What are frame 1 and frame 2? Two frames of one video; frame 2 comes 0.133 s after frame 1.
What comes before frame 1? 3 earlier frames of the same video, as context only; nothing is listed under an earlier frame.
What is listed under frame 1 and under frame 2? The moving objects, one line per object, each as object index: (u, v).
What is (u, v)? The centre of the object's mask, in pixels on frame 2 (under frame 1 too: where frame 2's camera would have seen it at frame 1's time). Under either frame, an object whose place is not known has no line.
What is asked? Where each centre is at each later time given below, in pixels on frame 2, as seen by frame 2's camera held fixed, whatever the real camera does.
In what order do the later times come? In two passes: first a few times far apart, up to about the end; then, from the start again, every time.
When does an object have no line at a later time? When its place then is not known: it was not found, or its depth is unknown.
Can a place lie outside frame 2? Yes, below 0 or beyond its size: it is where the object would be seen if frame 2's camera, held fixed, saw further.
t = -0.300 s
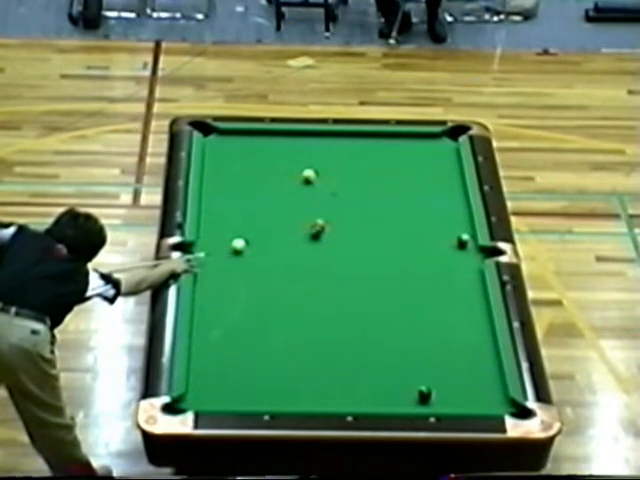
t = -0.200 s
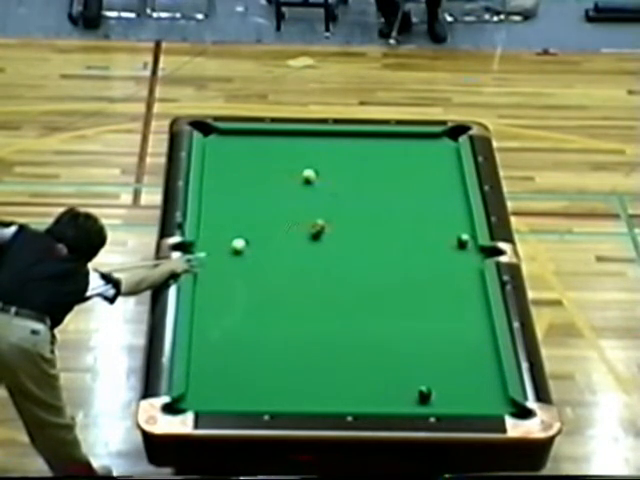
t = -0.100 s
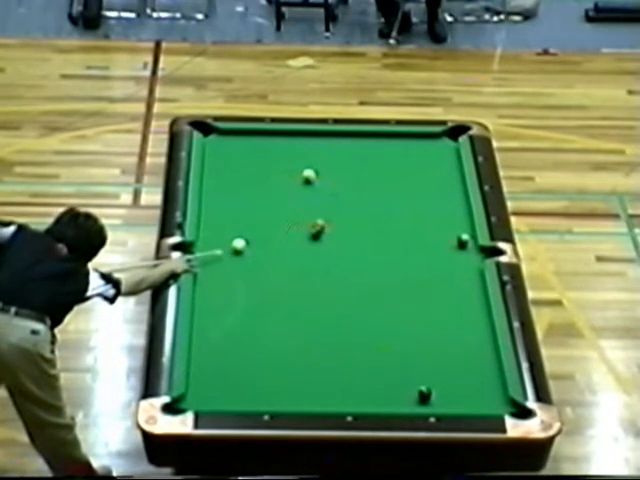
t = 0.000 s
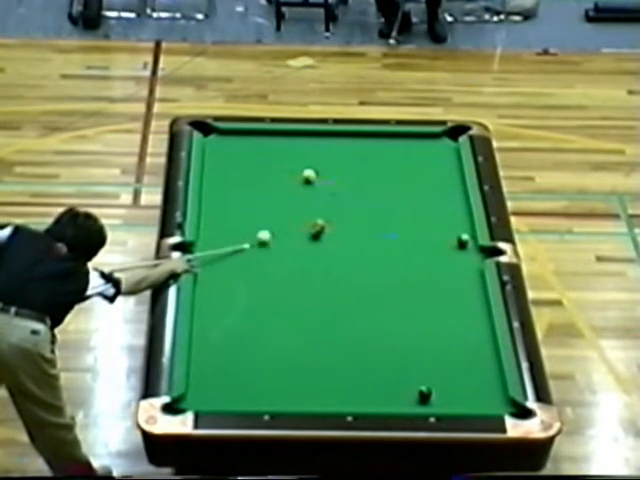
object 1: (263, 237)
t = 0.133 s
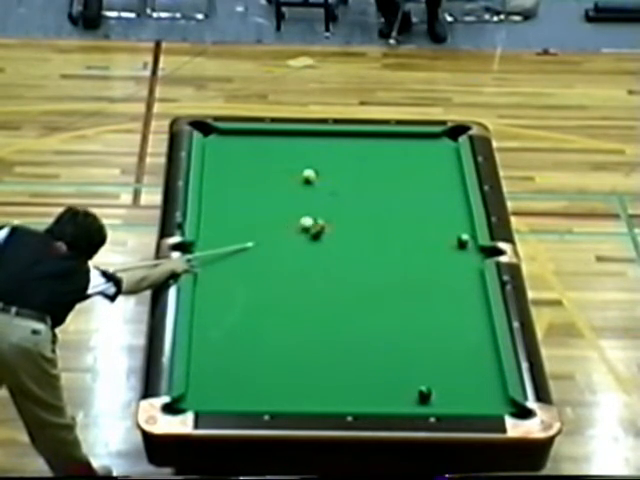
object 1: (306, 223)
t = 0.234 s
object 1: (318, 213)
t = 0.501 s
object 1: (332, 192)
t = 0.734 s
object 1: (340, 176)
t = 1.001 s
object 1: (350, 159)
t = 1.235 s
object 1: (358, 146)
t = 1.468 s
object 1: (365, 135)
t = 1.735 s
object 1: (370, 142)
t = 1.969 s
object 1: (375, 149)
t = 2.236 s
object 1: (380, 155)
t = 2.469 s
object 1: (384, 161)
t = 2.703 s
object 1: (388, 167)
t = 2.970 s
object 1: (392, 173)
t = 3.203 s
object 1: (396, 178)
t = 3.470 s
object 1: (399, 183)
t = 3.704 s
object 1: (403, 188)
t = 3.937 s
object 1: (405, 191)
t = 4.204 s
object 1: (409, 196)
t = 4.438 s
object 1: (411, 199)
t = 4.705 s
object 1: (414, 201)
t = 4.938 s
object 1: (416, 204)
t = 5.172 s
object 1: (418, 206)
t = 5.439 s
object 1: (419, 207)
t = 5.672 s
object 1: (421, 208)
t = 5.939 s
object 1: (421, 209)
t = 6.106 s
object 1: (422, 210)
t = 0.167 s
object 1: (311, 219)
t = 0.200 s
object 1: (314, 216)
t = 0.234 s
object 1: (318, 213)
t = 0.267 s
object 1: (320, 209)
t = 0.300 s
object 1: (323, 206)
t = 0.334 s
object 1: (325, 203)
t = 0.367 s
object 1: (326, 201)
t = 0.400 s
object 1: (328, 198)
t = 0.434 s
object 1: (329, 196)
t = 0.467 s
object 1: (330, 194)
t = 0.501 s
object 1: (332, 192)
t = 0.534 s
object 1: (333, 189)
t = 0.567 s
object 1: (334, 187)
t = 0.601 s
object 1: (335, 185)
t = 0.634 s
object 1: (337, 183)
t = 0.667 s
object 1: (338, 180)
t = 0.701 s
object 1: (339, 178)
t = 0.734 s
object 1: (340, 176)
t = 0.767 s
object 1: (342, 174)
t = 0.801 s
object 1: (343, 172)
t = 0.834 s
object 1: (344, 169)
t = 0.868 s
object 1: (346, 167)
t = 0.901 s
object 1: (347, 165)
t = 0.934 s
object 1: (348, 163)
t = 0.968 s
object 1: (349, 161)
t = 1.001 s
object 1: (350, 159)
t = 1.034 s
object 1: (352, 157)
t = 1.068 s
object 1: (353, 155)
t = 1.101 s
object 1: (354, 153)
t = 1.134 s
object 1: (355, 151)
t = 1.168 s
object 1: (356, 149)
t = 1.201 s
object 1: (357, 147)
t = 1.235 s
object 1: (358, 146)
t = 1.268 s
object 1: (359, 144)
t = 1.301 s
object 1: (360, 142)
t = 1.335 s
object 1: (361, 140)
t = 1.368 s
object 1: (363, 138)
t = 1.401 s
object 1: (364, 136)
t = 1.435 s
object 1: (364, 134)
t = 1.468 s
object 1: (365, 135)
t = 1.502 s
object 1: (366, 135)
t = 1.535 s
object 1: (367, 137)
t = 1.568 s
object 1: (367, 138)
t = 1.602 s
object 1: (368, 138)
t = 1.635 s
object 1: (369, 139)
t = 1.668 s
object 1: (369, 140)
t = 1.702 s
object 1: (370, 141)
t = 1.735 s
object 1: (370, 142)
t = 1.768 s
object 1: (371, 143)
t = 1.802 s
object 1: (372, 144)
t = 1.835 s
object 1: (372, 145)
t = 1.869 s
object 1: (373, 146)
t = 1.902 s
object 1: (373, 147)
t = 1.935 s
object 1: (374, 148)
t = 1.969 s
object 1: (375, 149)
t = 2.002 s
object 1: (375, 149)
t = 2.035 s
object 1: (376, 150)
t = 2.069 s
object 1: (377, 151)
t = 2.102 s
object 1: (377, 152)
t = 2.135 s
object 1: (378, 153)
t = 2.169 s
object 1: (378, 154)
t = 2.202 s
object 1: (379, 155)
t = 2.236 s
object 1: (380, 155)
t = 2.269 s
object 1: (380, 157)
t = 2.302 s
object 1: (381, 157)
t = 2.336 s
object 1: (382, 158)
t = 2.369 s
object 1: (382, 159)
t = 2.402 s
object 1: (383, 160)
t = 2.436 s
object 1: (383, 161)
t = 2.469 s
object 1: (384, 161)
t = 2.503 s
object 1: (384, 162)
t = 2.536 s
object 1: (385, 163)
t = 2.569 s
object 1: (386, 164)
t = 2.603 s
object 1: (386, 165)
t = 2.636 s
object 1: (387, 165)
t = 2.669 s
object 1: (387, 166)
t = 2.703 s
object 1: (388, 167)
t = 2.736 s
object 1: (388, 168)
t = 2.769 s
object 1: (389, 169)
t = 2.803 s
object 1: (390, 169)
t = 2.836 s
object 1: (390, 170)
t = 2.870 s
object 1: (390, 171)
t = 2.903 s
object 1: (391, 171)
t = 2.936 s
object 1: (392, 172)
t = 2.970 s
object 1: (392, 173)
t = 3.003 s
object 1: (393, 174)
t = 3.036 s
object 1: (393, 174)
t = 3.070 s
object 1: (394, 175)
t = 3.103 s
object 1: (394, 176)
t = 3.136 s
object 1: (395, 177)
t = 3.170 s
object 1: (395, 177)
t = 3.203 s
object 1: (396, 178)
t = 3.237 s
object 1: (396, 179)
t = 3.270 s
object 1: (397, 180)
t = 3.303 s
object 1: (397, 180)
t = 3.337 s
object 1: (398, 181)
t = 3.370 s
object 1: (398, 181)
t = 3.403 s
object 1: (398, 182)
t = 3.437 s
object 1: (399, 183)
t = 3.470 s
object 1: (399, 183)
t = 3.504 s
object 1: (400, 184)
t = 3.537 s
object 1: (401, 184)
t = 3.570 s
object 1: (401, 185)
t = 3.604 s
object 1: (401, 186)
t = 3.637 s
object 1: (402, 186)
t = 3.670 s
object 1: (402, 187)
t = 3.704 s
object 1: (403, 188)
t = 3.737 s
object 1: (403, 188)
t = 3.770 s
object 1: (404, 189)
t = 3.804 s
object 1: (404, 189)
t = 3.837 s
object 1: (404, 190)
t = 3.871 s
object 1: (405, 190)
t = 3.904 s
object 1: (405, 191)
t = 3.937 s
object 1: (405, 191)
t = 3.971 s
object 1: (406, 192)
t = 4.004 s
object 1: (406, 193)
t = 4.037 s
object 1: (407, 193)
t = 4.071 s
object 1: (407, 193)
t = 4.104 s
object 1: (408, 194)
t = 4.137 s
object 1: (408, 195)
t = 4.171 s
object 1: (408, 195)
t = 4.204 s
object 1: (409, 196)
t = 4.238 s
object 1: (409, 196)
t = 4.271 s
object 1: (410, 197)
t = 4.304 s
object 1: (410, 197)
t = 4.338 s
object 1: (410, 197)
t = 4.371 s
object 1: (411, 198)
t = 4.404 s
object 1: (411, 198)
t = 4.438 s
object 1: (411, 199)
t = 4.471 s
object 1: (412, 199)
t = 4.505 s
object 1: (412, 199)
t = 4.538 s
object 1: (412, 200)
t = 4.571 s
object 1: (413, 200)
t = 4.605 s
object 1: (413, 201)
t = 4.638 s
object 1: (413, 201)
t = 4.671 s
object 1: (414, 201)
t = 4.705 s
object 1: (414, 201)
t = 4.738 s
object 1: (414, 202)
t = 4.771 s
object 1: (415, 202)
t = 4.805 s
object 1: (415, 203)
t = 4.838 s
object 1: (415, 203)
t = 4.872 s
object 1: (416, 203)
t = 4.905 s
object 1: (416, 204)
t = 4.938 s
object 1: (416, 204)
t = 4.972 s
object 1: (417, 204)
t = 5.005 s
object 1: (417, 204)
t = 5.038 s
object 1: (417, 205)
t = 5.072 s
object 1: (417, 205)
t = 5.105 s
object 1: (418, 205)
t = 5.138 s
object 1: (418, 205)
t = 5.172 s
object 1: (418, 206)
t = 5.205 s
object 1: (418, 206)
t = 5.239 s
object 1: (419, 206)
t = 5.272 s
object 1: (419, 206)
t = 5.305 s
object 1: (419, 207)
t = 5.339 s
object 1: (419, 207)
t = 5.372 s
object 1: (419, 207)
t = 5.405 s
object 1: (419, 207)
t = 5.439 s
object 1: (419, 207)
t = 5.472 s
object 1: (419, 208)
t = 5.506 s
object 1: (420, 208)
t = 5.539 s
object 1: (420, 208)
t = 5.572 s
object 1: (420, 208)
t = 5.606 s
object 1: (420, 208)
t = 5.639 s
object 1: (420, 208)
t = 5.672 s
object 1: (421, 208)
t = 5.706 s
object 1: (421, 209)
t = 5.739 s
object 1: (421, 209)
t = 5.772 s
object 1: (421, 209)
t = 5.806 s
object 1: (421, 209)
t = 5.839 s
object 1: (421, 209)
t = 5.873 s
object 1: (421, 209)
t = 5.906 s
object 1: (421, 209)
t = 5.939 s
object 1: (421, 209)
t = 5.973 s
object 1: (421, 209)
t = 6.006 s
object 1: (421, 210)
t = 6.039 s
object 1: (422, 210)
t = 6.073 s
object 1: (422, 210)
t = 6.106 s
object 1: (422, 210)
